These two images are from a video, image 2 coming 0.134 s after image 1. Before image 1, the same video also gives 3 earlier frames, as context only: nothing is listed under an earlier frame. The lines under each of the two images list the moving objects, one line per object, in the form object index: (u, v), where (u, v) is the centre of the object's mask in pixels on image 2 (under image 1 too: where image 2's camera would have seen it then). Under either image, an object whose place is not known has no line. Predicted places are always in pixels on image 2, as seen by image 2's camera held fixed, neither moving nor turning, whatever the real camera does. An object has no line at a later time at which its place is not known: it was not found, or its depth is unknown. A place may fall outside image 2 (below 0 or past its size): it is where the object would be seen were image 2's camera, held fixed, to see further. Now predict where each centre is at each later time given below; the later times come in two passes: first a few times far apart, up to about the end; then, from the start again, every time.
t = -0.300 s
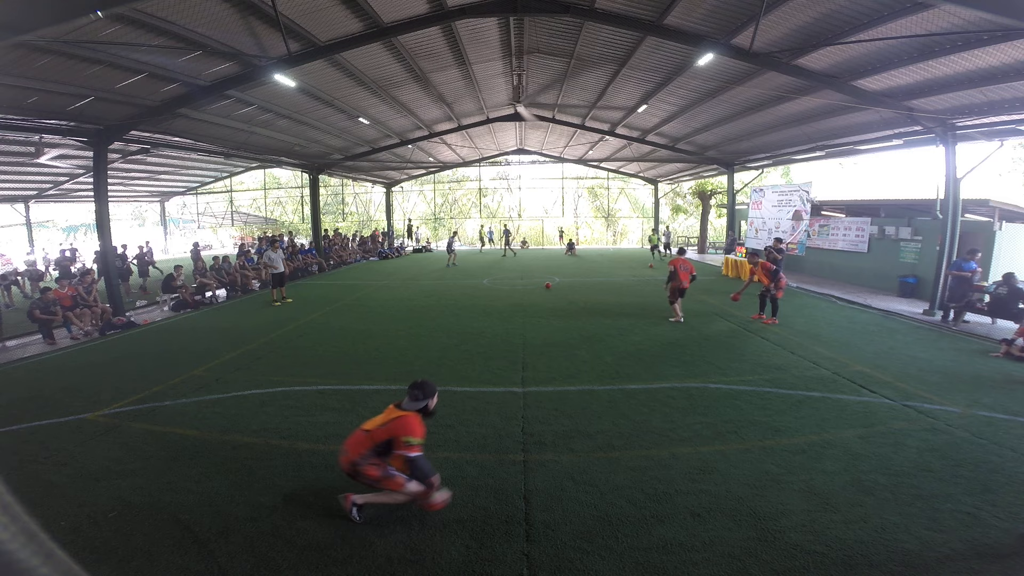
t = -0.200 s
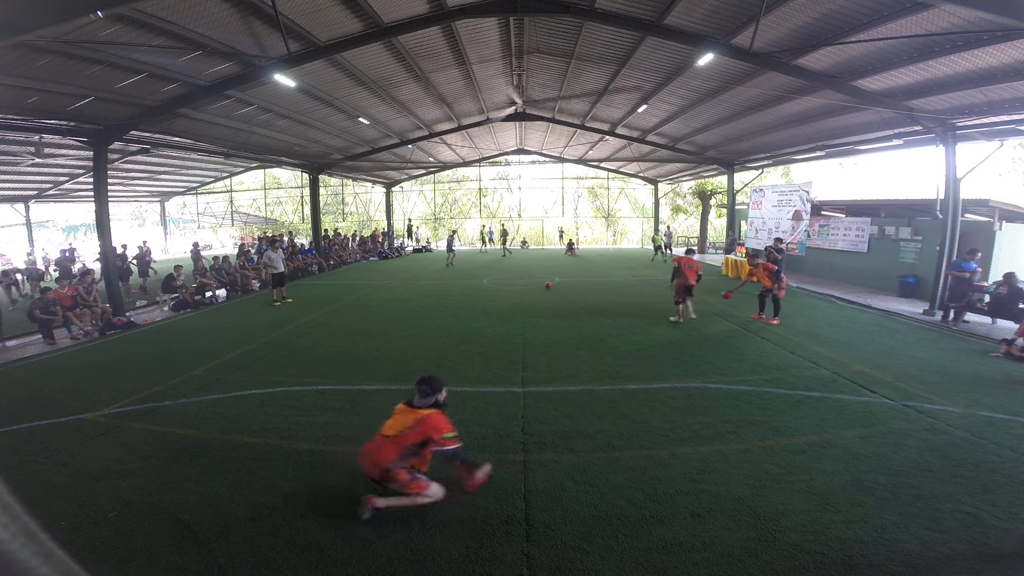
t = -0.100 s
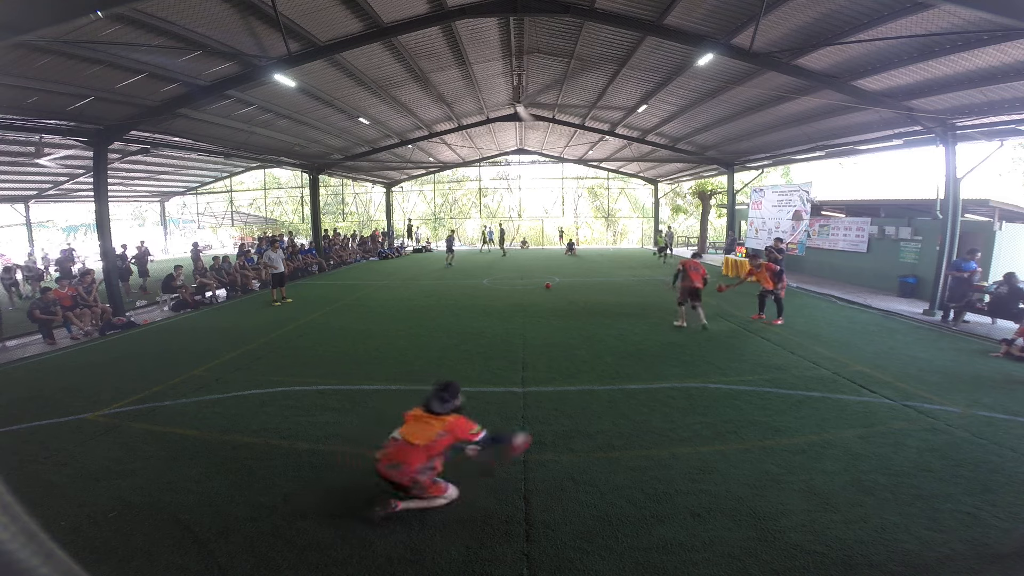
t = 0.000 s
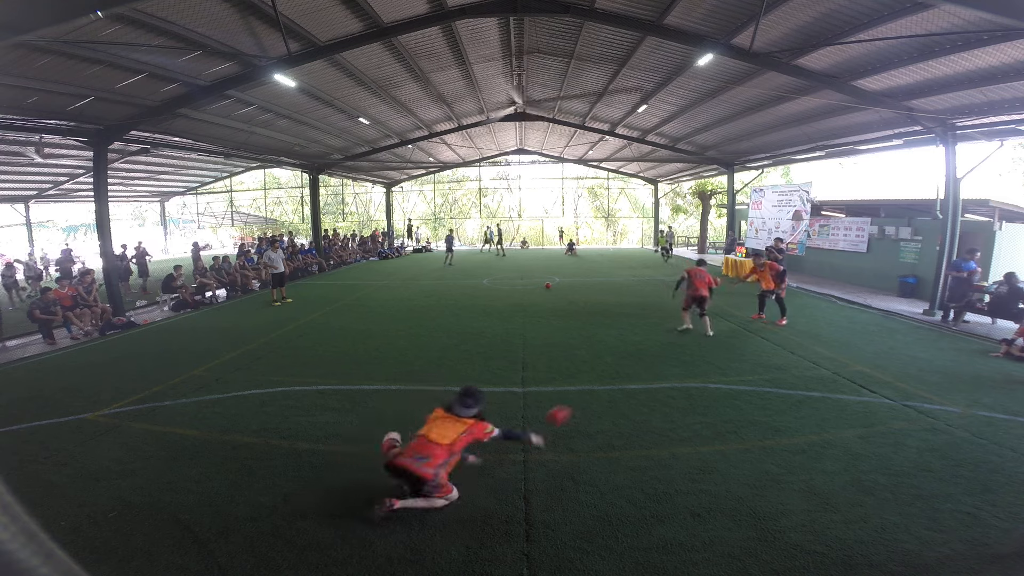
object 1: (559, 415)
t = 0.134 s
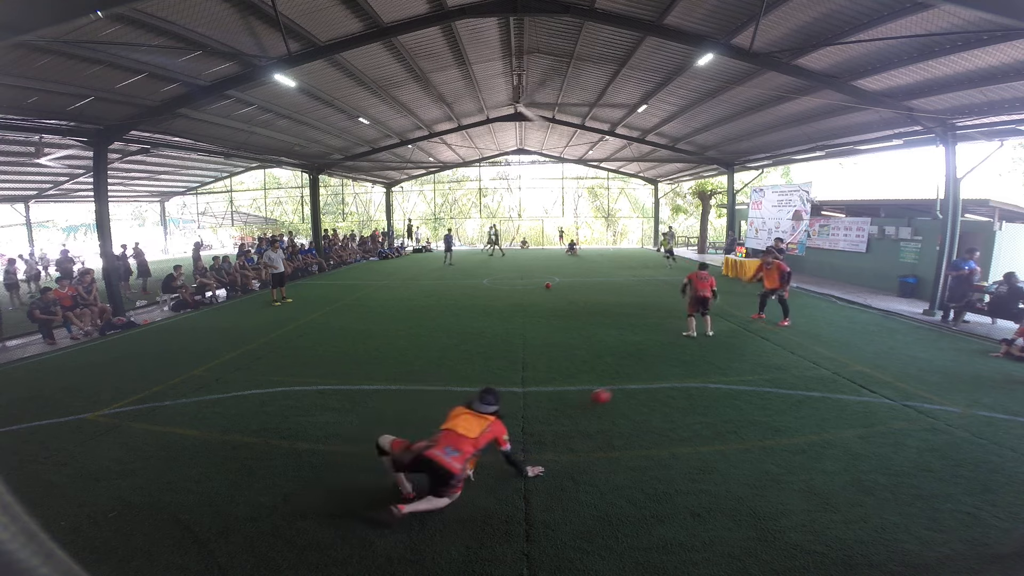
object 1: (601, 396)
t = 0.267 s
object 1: (623, 380)
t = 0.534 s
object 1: (649, 364)
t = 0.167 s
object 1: (609, 395)
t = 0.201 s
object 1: (614, 390)
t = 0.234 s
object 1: (618, 385)
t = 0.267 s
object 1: (623, 380)
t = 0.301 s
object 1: (626, 377)
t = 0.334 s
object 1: (630, 375)
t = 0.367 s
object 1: (633, 373)
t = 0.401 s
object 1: (636, 372)
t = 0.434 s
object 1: (639, 372)
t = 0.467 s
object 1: (642, 371)
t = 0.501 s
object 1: (646, 367)
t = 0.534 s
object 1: (649, 364)
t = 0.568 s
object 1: (652, 361)
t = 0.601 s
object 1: (655, 360)
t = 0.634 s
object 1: (658, 359)
